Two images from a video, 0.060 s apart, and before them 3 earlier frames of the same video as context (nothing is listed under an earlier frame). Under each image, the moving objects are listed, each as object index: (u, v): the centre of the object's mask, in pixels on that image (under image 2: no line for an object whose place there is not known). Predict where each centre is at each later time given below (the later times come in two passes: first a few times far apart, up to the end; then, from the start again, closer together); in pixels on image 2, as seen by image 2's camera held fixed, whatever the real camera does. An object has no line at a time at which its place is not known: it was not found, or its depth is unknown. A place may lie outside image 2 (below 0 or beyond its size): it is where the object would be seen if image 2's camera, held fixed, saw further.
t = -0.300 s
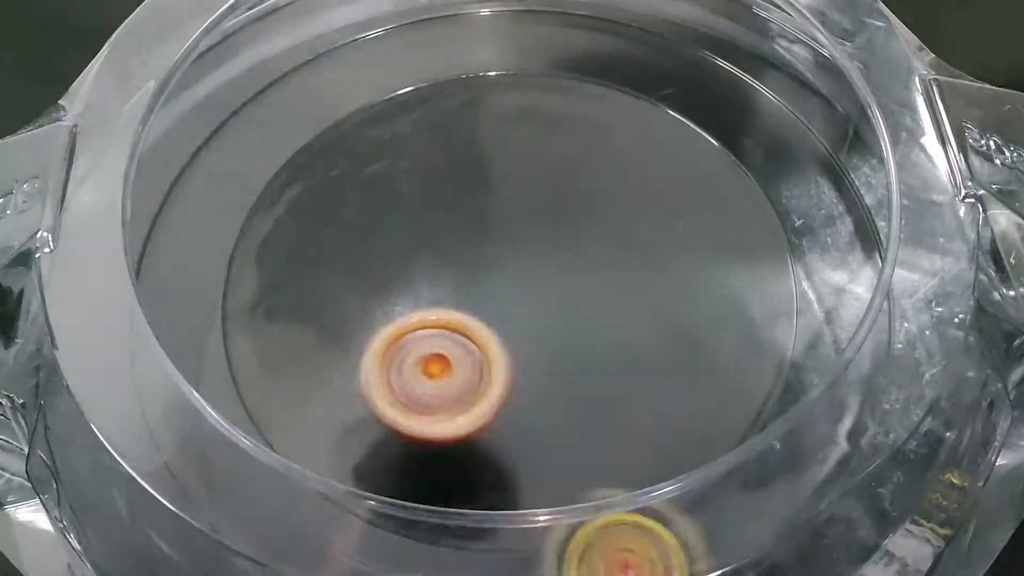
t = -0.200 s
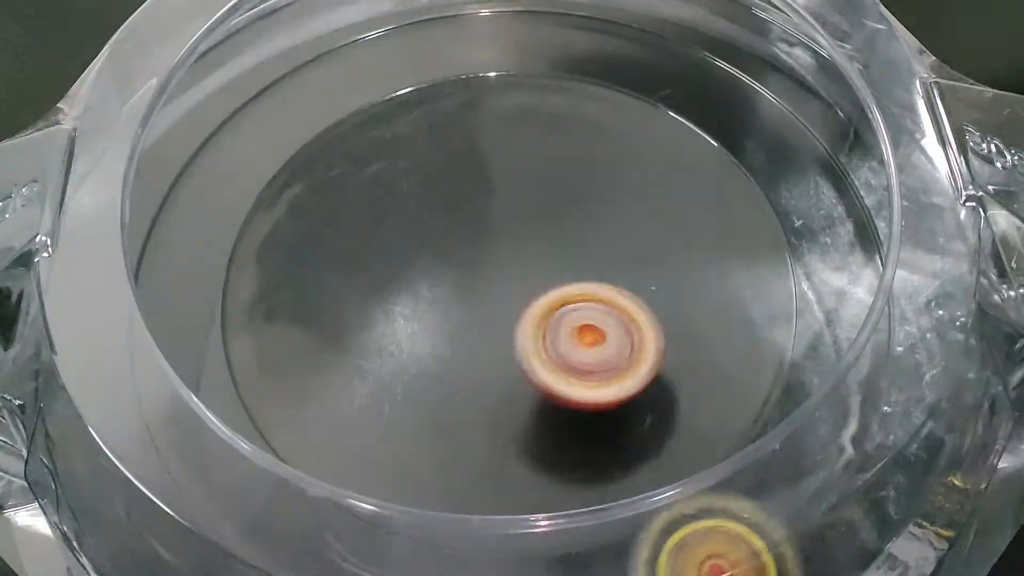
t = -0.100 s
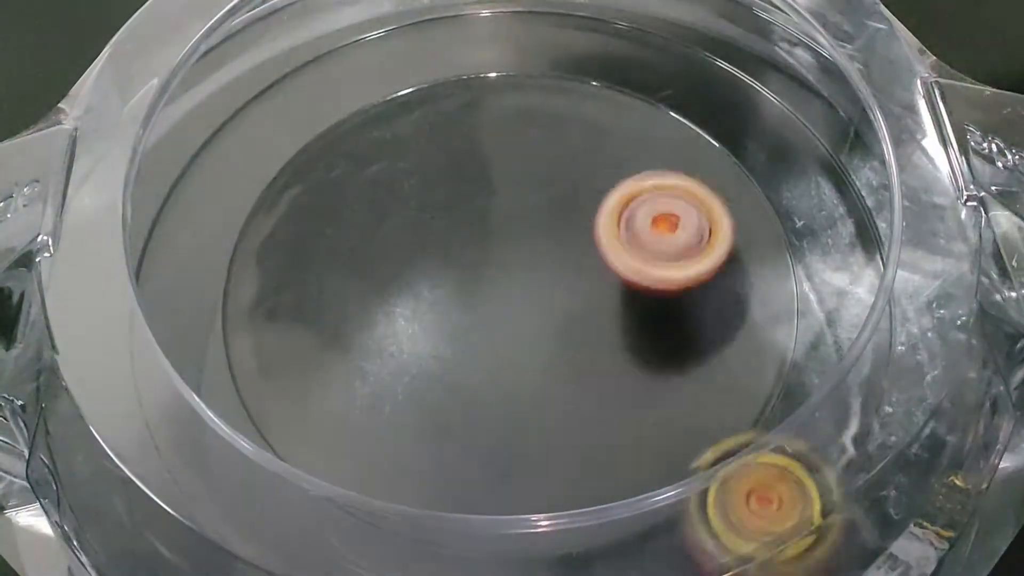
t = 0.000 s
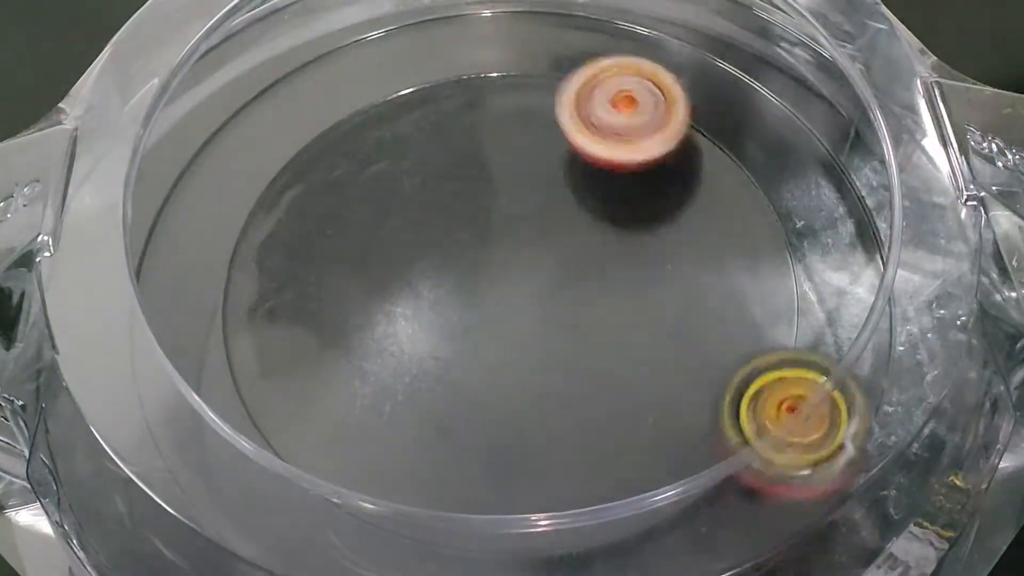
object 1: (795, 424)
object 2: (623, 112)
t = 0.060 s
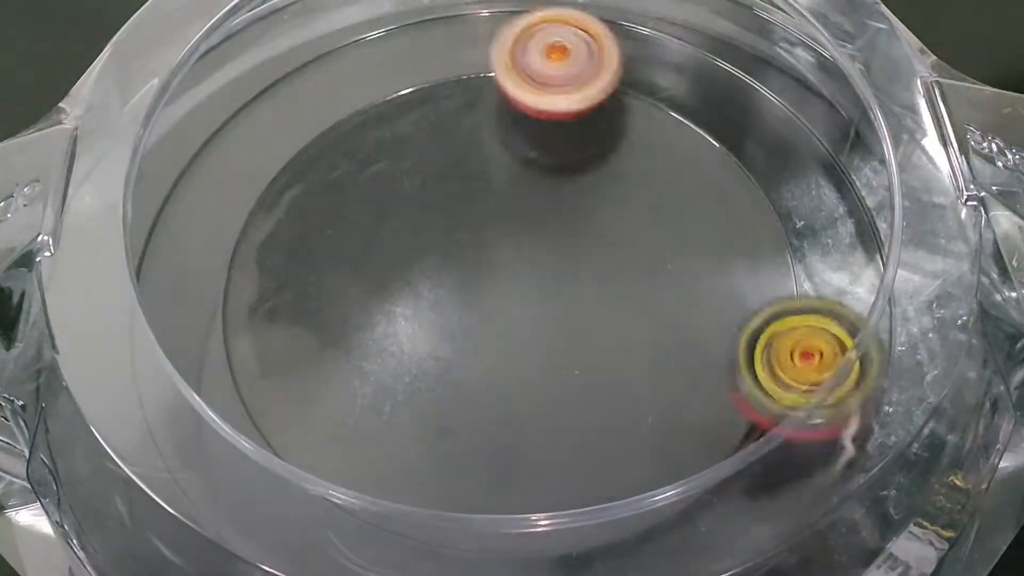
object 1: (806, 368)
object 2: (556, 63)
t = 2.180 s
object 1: (405, 210)
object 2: (388, 442)
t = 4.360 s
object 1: (554, 324)
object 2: (259, 308)
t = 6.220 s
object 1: (506, 301)
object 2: (294, 292)
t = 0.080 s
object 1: (809, 349)
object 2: (531, 53)
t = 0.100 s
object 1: (809, 331)
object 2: (504, 48)
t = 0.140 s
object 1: (809, 296)
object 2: (447, 43)
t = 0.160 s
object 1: (812, 281)
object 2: (424, 42)
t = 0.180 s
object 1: (814, 264)
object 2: (404, 41)
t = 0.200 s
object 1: (815, 249)
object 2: (388, 41)
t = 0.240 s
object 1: (810, 220)
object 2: (365, 40)
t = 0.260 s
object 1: (808, 207)
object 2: (357, 40)
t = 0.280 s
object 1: (806, 194)
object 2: (350, 41)
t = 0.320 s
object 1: (798, 170)
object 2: (342, 42)
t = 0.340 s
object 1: (794, 158)
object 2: (338, 43)
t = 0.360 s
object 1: (790, 147)
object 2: (336, 44)
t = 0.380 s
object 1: (786, 137)
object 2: (333, 46)
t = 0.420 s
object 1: (776, 119)
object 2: (329, 48)
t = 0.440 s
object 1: (771, 110)
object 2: (328, 51)
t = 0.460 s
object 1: (765, 102)
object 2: (326, 53)
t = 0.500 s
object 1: (754, 88)
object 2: (325, 62)
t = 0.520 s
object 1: (748, 81)
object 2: (325, 66)
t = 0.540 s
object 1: (743, 75)
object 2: (324, 72)
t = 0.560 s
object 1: (737, 70)
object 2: (324, 79)
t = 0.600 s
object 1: (723, 60)
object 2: (324, 95)
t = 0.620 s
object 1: (717, 55)
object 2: (324, 108)
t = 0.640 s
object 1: (710, 52)
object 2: (322, 124)
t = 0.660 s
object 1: (703, 50)
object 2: (321, 142)
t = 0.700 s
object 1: (687, 46)
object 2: (315, 186)
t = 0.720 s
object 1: (679, 45)
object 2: (314, 212)
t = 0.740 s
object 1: (672, 43)
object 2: (315, 240)
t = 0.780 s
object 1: (655, 42)
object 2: (330, 300)
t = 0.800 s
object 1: (647, 42)
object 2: (346, 329)
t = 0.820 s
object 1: (639, 41)
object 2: (368, 356)
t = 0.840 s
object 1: (631, 41)
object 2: (398, 381)
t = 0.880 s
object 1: (614, 43)
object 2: (467, 416)
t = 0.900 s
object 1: (606, 43)
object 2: (510, 425)
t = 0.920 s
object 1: (598, 44)
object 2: (551, 428)
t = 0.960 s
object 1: (581, 50)
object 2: (635, 414)
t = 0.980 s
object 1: (570, 55)
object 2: (673, 400)
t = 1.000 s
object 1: (557, 64)
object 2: (706, 382)
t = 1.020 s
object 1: (543, 75)
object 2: (736, 360)
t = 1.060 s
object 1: (511, 104)
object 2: (780, 307)
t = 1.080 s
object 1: (492, 121)
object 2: (795, 278)
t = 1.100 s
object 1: (473, 139)
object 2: (802, 247)
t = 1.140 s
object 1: (438, 182)
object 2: (811, 194)
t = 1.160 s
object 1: (422, 205)
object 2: (815, 173)
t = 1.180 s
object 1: (406, 227)
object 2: (818, 154)
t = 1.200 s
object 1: (391, 250)
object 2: (820, 138)
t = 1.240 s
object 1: (371, 297)
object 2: (824, 104)
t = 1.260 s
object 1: (365, 319)
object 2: (813, 90)
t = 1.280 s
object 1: (361, 340)
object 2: (800, 77)
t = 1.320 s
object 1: (364, 379)
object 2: (772, 55)
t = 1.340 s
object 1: (369, 398)
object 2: (763, 47)
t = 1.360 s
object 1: (376, 415)
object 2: (759, 42)
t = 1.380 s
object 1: (386, 429)
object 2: (755, 39)
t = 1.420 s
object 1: (415, 447)
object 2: (750, 33)
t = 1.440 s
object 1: (432, 452)
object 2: (747, 32)
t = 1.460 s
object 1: (449, 456)
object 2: (743, 31)
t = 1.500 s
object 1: (489, 461)
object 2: (735, 29)
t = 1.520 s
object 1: (509, 460)
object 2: (730, 29)
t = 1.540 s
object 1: (530, 458)
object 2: (725, 28)
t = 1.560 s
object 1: (549, 456)
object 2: (720, 28)
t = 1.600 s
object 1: (588, 442)
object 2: (705, 29)
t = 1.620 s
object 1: (606, 432)
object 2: (695, 29)
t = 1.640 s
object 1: (622, 417)
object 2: (684, 31)
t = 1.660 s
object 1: (634, 402)
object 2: (667, 31)
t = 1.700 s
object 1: (655, 367)
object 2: (640, 34)
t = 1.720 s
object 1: (661, 346)
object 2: (629, 36)
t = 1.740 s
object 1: (665, 327)
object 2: (620, 40)
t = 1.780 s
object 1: (664, 288)
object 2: (601, 49)
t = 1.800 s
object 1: (662, 270)
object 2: (590, 57)
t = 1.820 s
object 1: (655, 250)
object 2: (577, 69)
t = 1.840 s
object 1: (647, 234)
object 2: (561, 78)
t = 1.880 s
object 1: (623, 202)
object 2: (519, 103)
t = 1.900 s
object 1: (608, 188)
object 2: (496, 116)
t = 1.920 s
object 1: (594, 177)
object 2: (472, 130)
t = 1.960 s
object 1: (571, 162)
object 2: (416, 160)
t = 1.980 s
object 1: (558, 158)
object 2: (391, 179)
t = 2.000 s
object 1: (543, 156)
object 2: (369, 201)
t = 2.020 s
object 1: (527, 156)
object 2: (351, 225)
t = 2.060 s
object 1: (494, 160)
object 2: (328, 280)
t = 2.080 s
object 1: (477, 164)
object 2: (324, 309)
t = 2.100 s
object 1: (460, 171)
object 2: (326, 338)
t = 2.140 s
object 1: (429, 187)
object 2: (346, 397)
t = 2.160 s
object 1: (416, 199)
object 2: (364, 423)
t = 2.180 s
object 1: (405, 210)
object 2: (388, 442)
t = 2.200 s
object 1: (394, 224)
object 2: (414, 469)
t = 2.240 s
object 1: (379, 251)
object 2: (475, 501)
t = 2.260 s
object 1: (375, 265)
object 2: (510, 508)
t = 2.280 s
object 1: (373, 281)
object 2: (547, 510)
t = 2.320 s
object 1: (376, 308)
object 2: (617, 511)
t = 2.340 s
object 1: (381, 324)
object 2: (645, 512)
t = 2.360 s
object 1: (389, 334)
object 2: (669, 513)
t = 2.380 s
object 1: (399, 347)
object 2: (690, 513)
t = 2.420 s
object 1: (425, 365)
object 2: (724, 514)
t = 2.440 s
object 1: (442, 372)
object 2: (738, 514)
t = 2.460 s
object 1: (458, 377)
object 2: (751, 513)
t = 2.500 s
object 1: (491, 379)
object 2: (777, 507)
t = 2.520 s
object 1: (509, 379)
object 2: (790, 499)
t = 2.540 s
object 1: (527, 375)
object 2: (802, 485)
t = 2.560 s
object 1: (544, 372)
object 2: (813, 469)
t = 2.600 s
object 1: (572, 357)
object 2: (827, 438)
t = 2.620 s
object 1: (582, 345)
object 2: (829, 425)
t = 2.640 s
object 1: (592, 336)
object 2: (829, 412)
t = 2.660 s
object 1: (598, 323)
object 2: (829, 399)
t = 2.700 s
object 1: (608, 297)
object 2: (822, 375)
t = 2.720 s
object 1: (609, 284)
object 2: (817, 363)
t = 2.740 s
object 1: (610, 271)
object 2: (811, 351)
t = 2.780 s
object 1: (602, 247)
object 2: (793, 325)
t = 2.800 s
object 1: (595, 235)
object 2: (785, 315)
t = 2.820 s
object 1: (588, 226)
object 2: (775, 298)
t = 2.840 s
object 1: (577, 215)
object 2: (763, 282)
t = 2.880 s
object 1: (554, 201)
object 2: (738, 241)
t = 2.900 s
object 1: (541, 198)
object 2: (723, 222)
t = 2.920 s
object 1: (527, 194)
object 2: (705, 203)
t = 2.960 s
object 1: (500, 194)
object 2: (661, 169)
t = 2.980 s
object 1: (487, 197)
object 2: (635, 156)
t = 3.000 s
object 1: (474, 200)
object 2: (607, 145)
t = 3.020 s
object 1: (463, 206)
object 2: (577, 136)
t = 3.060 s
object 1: (433, 225)
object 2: (523, 122)
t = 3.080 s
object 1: (419, 237)
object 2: (495, 118)
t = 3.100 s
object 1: (407, 249)
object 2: (466, 118)
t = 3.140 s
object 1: (390, 272)
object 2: (410, 126)
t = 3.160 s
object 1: (385, 285)
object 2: (383, 135)
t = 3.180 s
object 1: (383, 296)
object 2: (357, 146)
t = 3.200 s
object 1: (382, 309)
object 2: (334, 159)
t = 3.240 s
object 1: (390, 329)
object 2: (293, 195)
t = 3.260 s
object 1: (399, 335)
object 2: (277, 215)
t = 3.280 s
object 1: (408, 345)
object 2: (264, 236)
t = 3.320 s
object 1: (434, 354)
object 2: (251, 285)
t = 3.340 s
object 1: (448, 356)
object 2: (250, 310)
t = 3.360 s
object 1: (463, 358)
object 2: (254, 336)
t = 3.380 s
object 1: (479, 357)
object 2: (263, 360)
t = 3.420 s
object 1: (509, 351)
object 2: (296, 400)
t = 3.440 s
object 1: (522, 346)
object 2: (319, 417)
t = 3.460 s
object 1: (535, 340)
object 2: (338, 441)
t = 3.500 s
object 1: (559, 321)
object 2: (394, 468)
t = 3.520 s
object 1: (570, 310)
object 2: (428, 460)
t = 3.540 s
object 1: (578, 297)
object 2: (459, 464)
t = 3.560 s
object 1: (584, 284)
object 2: (491, 466)
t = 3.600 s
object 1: (591, 258)
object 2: (556, 459)
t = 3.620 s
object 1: (590, 246)
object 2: (589, 451)
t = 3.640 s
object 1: (588, 234)
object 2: (621, 440)
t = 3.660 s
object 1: (583, 223)
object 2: (651, 424)
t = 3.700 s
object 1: (569, 205)
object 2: (698, 383)
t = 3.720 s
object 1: (559, 198)
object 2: (714, 358)
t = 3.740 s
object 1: (548, 193)
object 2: (726, 331)
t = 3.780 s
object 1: (524, 186)
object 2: (738, 275)
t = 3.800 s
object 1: (511, 184)
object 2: (737, 248)
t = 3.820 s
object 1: (497, 185)
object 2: (733, 221)
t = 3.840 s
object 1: (482, 187)
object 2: (725, 196)
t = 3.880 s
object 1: (454, 196)
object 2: (697, 149)
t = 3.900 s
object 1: (441, 204)
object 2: (679, 129)
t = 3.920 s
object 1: (429, 213)
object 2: (659, 110)
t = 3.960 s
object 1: (409, 236)
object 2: (613, 80)
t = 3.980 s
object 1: (402, 248)
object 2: (589, 68)
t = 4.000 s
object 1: (396, 263)
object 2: (565, 58)
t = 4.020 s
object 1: (394, 277)
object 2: (538, 52)
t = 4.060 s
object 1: (396, 306)
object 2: (484, 47)
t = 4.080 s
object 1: (401, 320)
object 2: (457, 48)
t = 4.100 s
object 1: (406, 332)
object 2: (428, 54)
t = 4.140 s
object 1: (423, 352)
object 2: (373, 77)
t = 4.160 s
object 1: (435, 358)
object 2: (348, 91)
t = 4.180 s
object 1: (447, 363)
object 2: (326, 105)
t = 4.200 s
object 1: (460, 364)
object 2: (307, 121)
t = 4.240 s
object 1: (486, 363)
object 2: (276, 160)
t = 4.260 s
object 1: (498, 362)
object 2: (264, 182)
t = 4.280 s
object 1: (511, 355)
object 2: (256, 206)
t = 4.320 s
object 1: (533, 343)
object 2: (250, 256)
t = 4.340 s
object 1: (544, 334)
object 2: (252, 282)
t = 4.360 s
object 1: (554, 324)
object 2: (259, 308)
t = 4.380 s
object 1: (563, 313)
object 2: (271, 336)
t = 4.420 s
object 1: (576, 288)
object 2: (308, 386)
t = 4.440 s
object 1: (579, 275)
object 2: (334, 407)
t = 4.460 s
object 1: (580, 262)
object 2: (363, 425)
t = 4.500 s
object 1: (570, 229)
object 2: (465, 455)
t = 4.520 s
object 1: (546, 208)
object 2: (575, 451)
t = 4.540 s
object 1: (515, 203)
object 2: (676, 419)
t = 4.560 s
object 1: (483, 214)
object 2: (747, 357)
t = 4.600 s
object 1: (429, 272)
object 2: (782, 203)
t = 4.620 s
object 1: (425, 310)
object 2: (740, 138)
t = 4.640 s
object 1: (439, 344)
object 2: (675, 89)
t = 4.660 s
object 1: (469, 363)
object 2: (605, 62)
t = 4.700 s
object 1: (555, 355)
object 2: (451, 71)
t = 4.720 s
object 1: (590, 327)
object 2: (381, 106)
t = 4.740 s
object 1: (607, 294)
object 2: (323, 161)
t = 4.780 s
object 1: (583, 234)
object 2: (284, 316)
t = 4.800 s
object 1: (551, 215)
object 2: (318, 395)
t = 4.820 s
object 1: (516, 210)
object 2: (390, 454)
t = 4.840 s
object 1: (479, 218)
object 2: (484, 488)
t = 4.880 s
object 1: (427, 262)
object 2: (681, 461)
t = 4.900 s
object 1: (427, 291)
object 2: (746, 399)
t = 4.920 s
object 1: (443, 320)
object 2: (780, 331)
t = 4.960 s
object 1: (510, 343)
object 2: (754, 194)
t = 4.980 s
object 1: (544, 333)
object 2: (700, 141)
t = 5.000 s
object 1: (567, 310)
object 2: (631, 106)
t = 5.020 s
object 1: (572, 284)
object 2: (550, 90)
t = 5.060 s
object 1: (542, 241)
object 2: (384, 117)
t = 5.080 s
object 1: (517, 236)
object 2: (316, 160)
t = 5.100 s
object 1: (497, 243)
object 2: (267, 219)
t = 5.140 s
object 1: (478, 285)
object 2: (260, 361)
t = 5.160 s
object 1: (474, 304)
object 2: (302, 424)
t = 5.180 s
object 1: (476, 310)
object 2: (374, 472)
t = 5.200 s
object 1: (488, 314)
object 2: (466, 488)
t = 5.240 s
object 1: (532, 297)
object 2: (644, 444)
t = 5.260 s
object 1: (546, 285)
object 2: (703, 388)
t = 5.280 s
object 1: (551, 280)
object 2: (734, 315)
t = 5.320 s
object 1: (528, 285)
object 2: (705, 176)
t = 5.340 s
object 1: (509, 281)
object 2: (653, 123)
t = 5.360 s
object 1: (494, 273)
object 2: (587, 86)
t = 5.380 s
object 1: (486, 262)
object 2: (518, 68)
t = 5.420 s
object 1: (493, 259)
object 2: (382, 86)
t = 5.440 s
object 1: (503, 271)
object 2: (324, 122)
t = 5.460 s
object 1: (510, 292)
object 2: (283, 171)
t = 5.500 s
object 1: (510, 320)
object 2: (270, 304)
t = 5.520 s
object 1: (511, 321)
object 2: (309, 370)
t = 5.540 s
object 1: (511, 310)
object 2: (381, 422)
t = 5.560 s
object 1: (509, 294)
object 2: (474, 445)
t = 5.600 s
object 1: (508, 258)
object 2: (652, 410)
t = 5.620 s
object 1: (518, 246)
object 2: (714, 354)
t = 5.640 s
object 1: (524, 244)
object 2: (746, 291)
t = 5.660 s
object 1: (522, 251)
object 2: (752, 225)
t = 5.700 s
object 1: (499, 286)
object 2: (692, 125)
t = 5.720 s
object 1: (482, 301)
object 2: (639, 95)
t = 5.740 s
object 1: (470, 307)
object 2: (579, 80)
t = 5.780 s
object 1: (476, 302)
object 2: (447, 99)
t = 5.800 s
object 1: (488, 293)
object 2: (385, 136)
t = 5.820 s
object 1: (503, 283)
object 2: (338, 190)
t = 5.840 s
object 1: (515, 275)
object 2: (313, 254)
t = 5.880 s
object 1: (536, 268)
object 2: (354, 388)
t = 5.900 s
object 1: (545, 275)
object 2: (419, 435)
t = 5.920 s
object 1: (545, 290)
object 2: (498, 454)
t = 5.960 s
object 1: (520, 306)
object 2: (650, 428)
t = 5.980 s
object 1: (508, 301)
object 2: (703, 386)
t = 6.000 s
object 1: (505, 289)
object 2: (730, 330)
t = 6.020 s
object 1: (507, 275)
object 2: (733, 272)
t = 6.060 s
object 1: (519, 254)
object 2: (668, 171)
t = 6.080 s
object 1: (529, 253)
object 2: (608, 140)
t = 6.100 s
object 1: (538, 262)
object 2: (538, 123)
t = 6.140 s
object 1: (535, 300)
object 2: (399, 148)
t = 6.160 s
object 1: (520, 311)
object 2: (344, 186)
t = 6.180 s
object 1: (507, 306)
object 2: (295, 272)
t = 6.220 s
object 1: (506, 301)
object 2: (294, 292)
